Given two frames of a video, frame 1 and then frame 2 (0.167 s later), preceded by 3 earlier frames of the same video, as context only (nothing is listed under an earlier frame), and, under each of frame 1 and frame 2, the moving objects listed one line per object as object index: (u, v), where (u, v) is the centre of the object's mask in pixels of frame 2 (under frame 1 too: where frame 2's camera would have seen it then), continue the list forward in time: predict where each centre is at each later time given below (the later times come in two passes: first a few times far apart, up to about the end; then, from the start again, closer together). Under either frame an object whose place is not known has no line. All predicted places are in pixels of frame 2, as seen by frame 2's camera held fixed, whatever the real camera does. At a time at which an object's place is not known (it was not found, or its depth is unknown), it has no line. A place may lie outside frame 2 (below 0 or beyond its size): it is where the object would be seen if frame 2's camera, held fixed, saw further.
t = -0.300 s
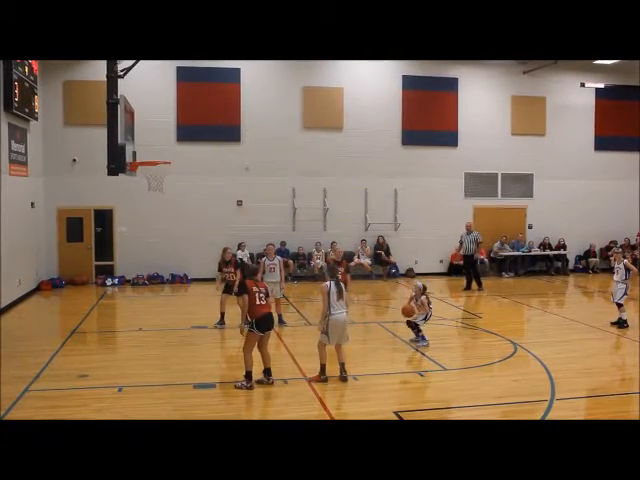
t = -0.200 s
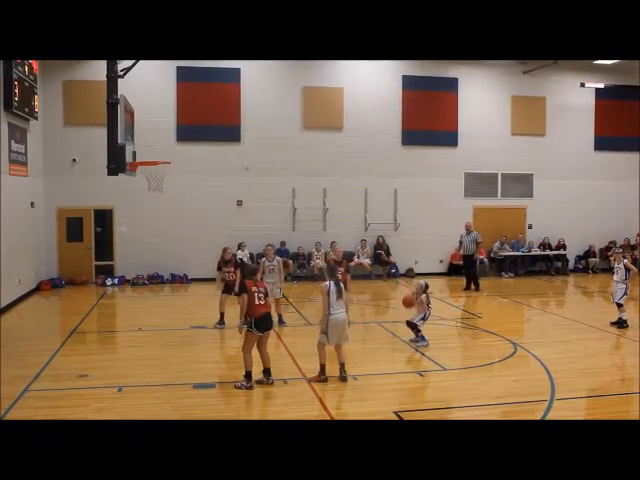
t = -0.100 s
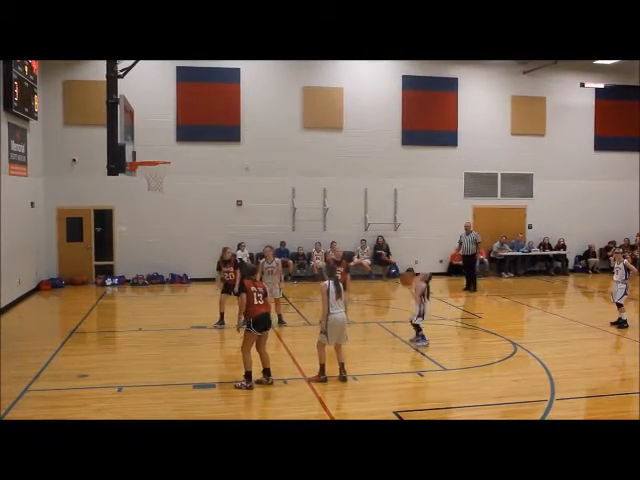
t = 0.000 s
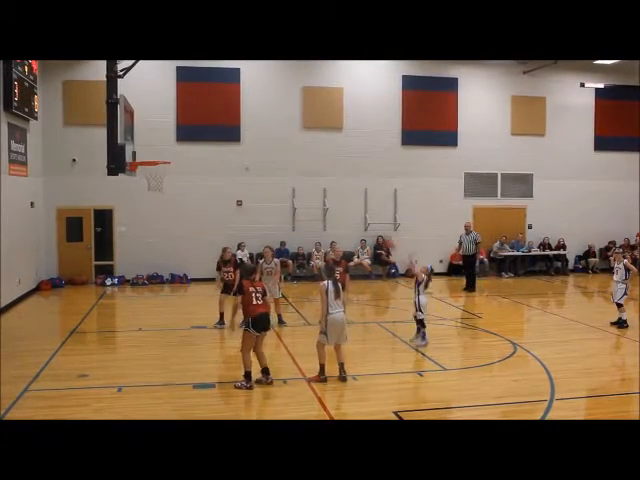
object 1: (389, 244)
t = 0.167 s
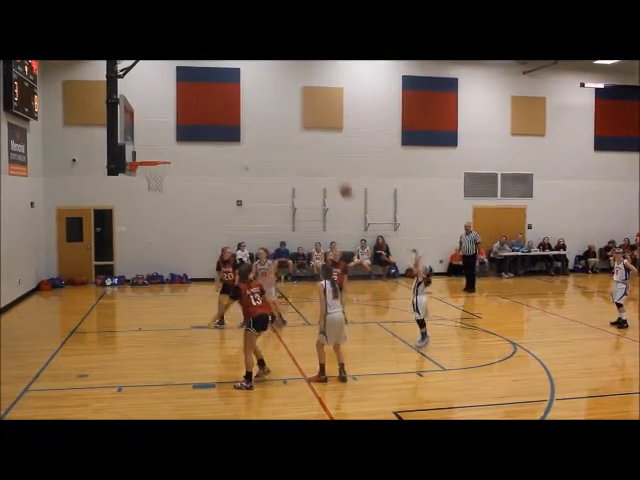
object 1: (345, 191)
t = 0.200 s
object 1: (337, 182)
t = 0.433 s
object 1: (279, 139)
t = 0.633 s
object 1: (230, 127)
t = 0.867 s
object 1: (169, 145)
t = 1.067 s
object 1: (166, 171)
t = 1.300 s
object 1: (165, 177)
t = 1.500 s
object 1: (154, 190)
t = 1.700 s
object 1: (141, 226)
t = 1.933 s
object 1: (127, 300)
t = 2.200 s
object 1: (111, 312)
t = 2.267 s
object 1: (106, 298)
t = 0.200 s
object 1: (337, 182)
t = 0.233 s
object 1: (329, 173)
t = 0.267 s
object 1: (321, 166)
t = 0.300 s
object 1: (312, 159)
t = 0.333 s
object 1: (305, 153)
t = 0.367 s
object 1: (296, 148)
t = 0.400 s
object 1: (287, 143)
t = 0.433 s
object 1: (279, 139)
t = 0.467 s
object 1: (270, 135)
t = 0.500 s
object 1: (262, 133)
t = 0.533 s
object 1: (254, 130)
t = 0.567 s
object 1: (247, 128)
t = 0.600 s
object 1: (239, 128)
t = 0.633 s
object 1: (230, 127)
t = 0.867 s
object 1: (169, 145)
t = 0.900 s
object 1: (162, 151)
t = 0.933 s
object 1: (154, 154)
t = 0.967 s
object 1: (149, 161)
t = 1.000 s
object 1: (155, 165)
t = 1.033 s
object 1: (162, 171)
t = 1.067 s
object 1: (166, 171)
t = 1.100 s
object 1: (168, 172)
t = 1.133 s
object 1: (168, 173)
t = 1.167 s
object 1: (168, 173)
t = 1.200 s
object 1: (168, 173)
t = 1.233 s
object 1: (167, 174)
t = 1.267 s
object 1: (167, 175)
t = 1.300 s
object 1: (165, 177)
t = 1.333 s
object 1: (164, 178)
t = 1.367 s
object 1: (161, 181)
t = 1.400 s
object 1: (159, 182)
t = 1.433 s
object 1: (158, 183)
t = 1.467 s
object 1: (156, 186)
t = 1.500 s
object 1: (154, 190)
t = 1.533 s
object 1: (152, 193)
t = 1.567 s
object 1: (149, 199)
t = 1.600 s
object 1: (147, 205)
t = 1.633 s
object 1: (145, 212)
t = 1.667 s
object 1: (143, 219)
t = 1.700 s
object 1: (141, 226)
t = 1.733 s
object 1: (139, 234)
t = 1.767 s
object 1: (137, 243)
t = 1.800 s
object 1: (135, 253)
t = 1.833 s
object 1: (133, 264)
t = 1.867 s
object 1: (132, 279)
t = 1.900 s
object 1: (128, 288)
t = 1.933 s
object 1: (127, 300)
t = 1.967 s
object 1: (125, 313)
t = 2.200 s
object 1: (111, 312)
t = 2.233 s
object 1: (108, 305)
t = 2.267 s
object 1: (106, 298)
